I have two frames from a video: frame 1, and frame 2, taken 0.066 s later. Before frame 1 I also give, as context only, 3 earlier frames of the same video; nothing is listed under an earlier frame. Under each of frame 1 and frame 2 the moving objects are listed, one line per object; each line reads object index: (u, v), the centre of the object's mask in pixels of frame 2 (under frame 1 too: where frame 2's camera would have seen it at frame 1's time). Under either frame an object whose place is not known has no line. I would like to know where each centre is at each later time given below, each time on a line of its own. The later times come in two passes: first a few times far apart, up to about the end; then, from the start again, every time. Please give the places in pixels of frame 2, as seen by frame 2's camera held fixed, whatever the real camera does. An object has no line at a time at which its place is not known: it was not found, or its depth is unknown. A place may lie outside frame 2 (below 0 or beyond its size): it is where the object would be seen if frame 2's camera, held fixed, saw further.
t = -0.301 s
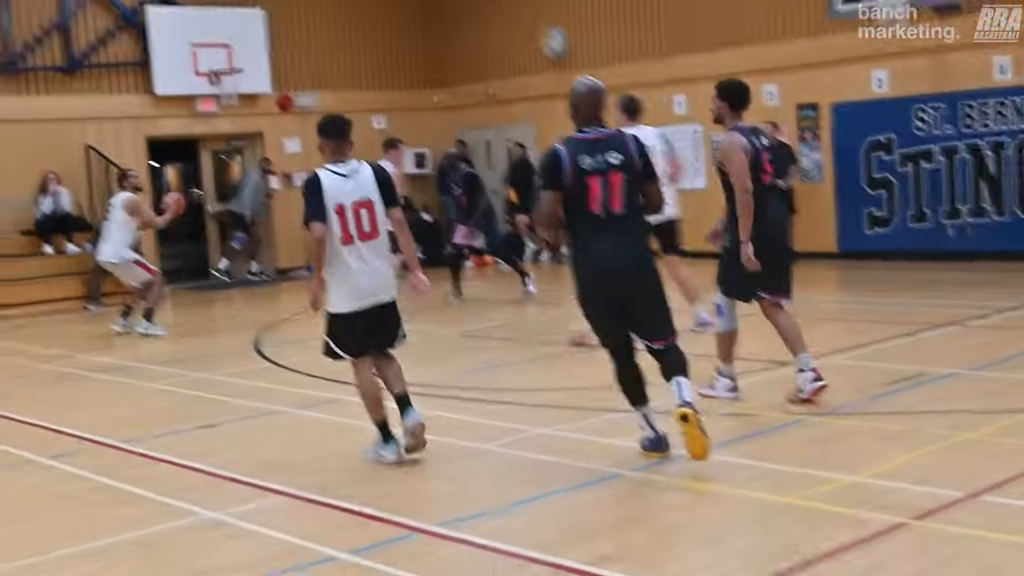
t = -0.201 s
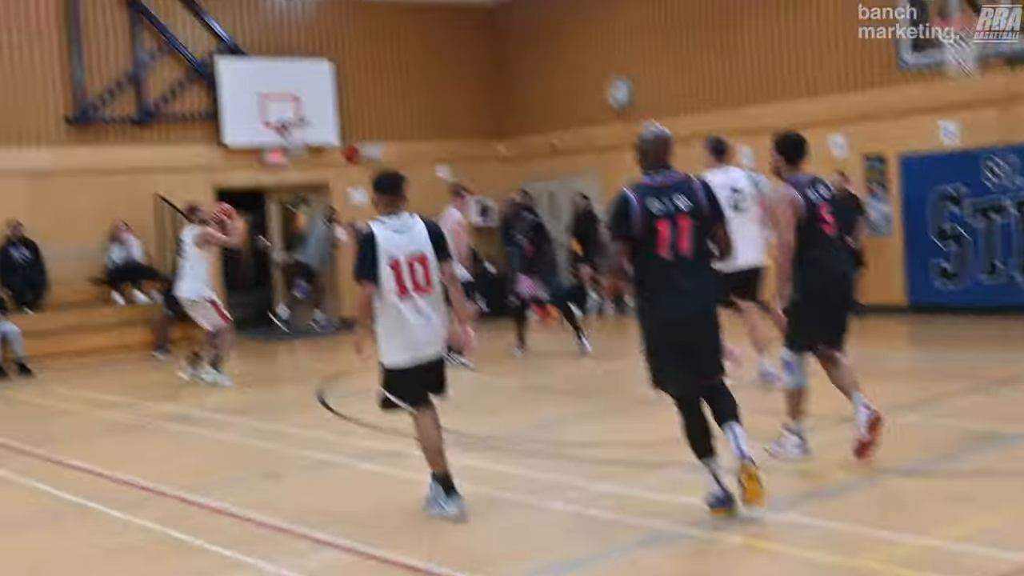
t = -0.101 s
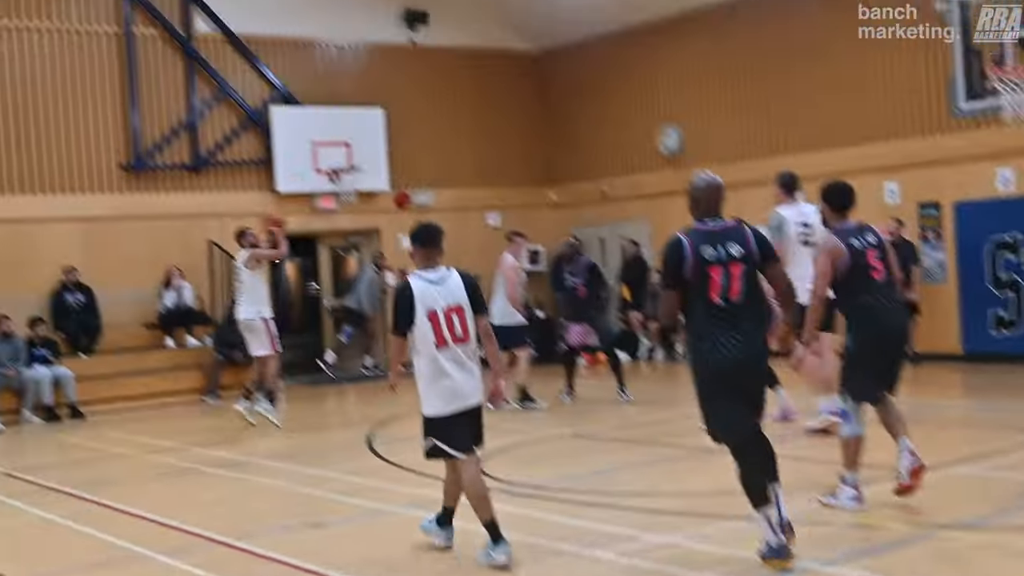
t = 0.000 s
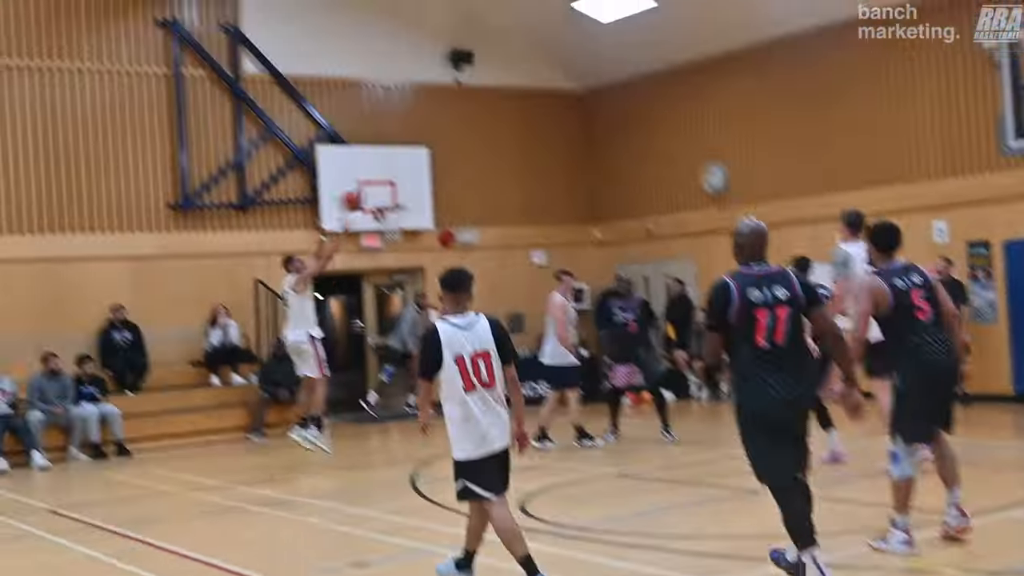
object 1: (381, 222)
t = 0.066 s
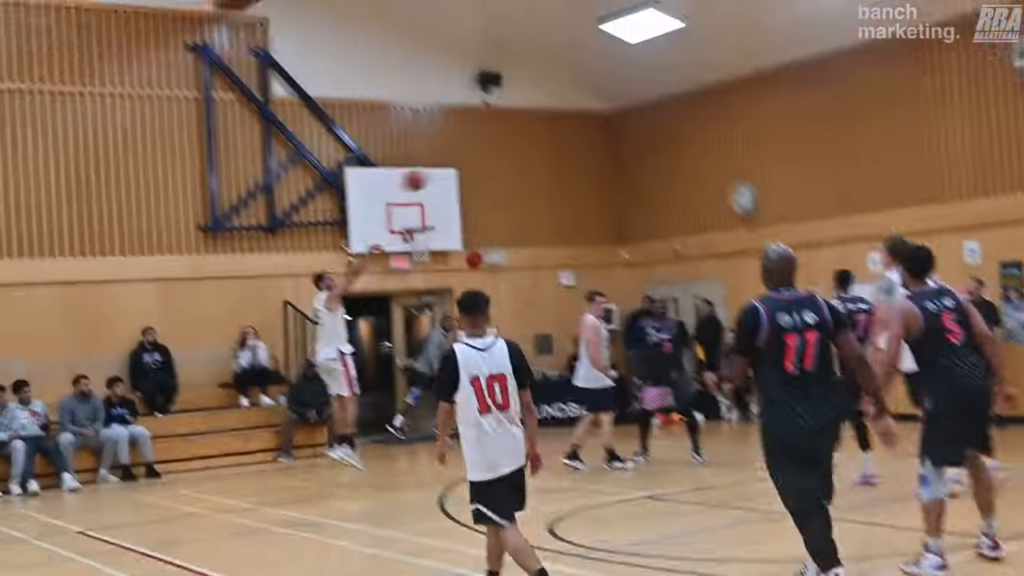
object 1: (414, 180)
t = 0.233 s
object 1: (499, 92)
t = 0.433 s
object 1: (605, 18)
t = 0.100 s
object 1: (434, 157)
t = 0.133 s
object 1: (448, 138)
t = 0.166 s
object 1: (466, 121)
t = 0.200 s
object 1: (481, 107)
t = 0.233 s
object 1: (499, 92)
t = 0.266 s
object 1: (517, 77)
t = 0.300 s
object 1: (535, 62)
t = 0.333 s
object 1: (554, 50)
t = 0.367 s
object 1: (571, 39)
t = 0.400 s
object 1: (588, 29)
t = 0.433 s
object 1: (605, 18)
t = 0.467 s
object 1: (624, 9)
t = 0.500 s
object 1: (642, 2)
